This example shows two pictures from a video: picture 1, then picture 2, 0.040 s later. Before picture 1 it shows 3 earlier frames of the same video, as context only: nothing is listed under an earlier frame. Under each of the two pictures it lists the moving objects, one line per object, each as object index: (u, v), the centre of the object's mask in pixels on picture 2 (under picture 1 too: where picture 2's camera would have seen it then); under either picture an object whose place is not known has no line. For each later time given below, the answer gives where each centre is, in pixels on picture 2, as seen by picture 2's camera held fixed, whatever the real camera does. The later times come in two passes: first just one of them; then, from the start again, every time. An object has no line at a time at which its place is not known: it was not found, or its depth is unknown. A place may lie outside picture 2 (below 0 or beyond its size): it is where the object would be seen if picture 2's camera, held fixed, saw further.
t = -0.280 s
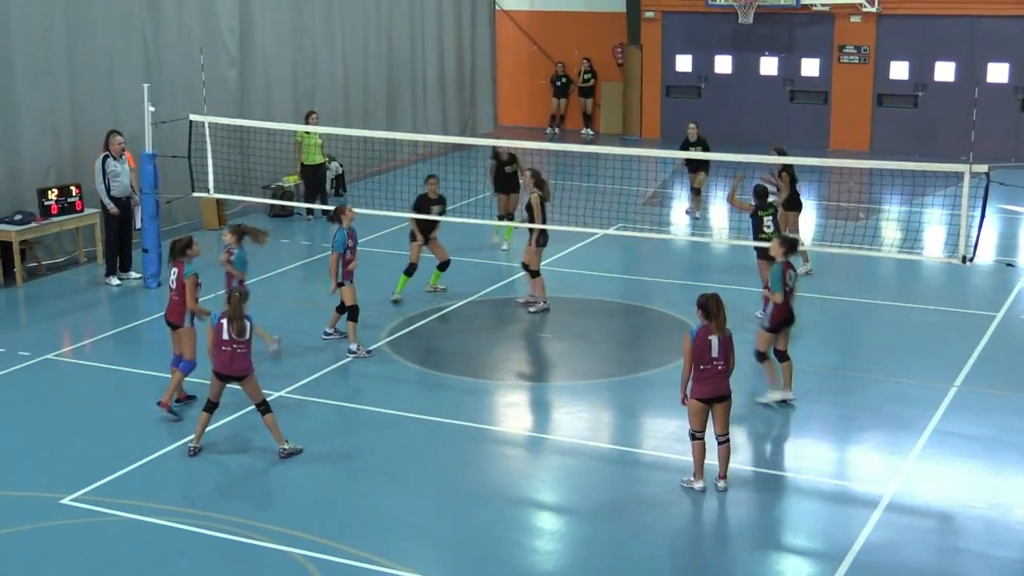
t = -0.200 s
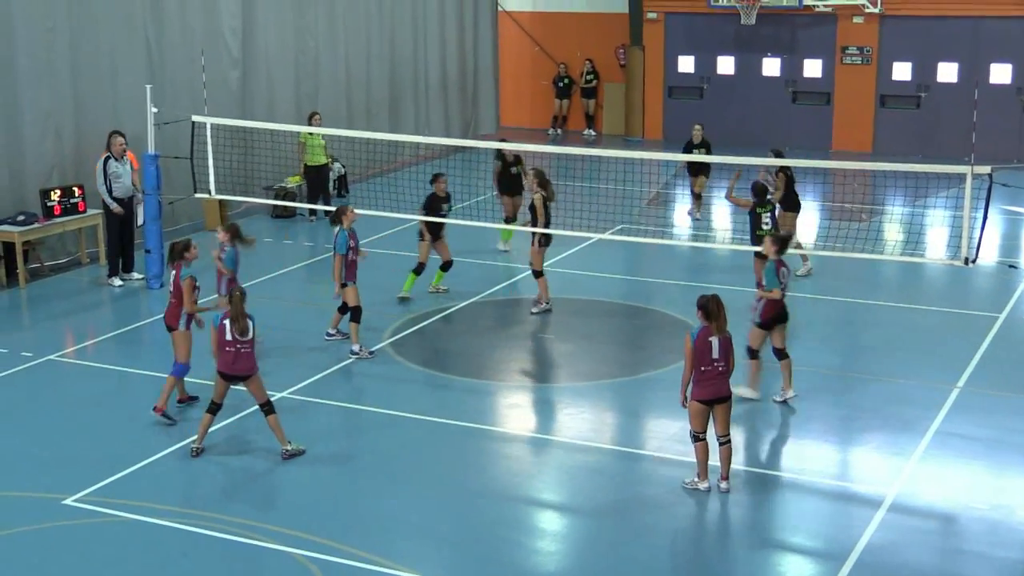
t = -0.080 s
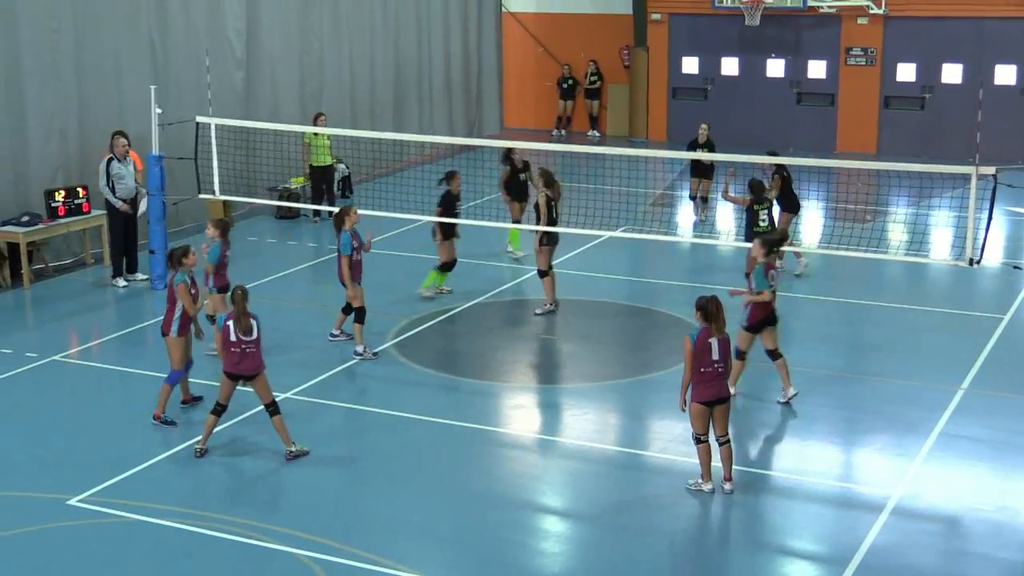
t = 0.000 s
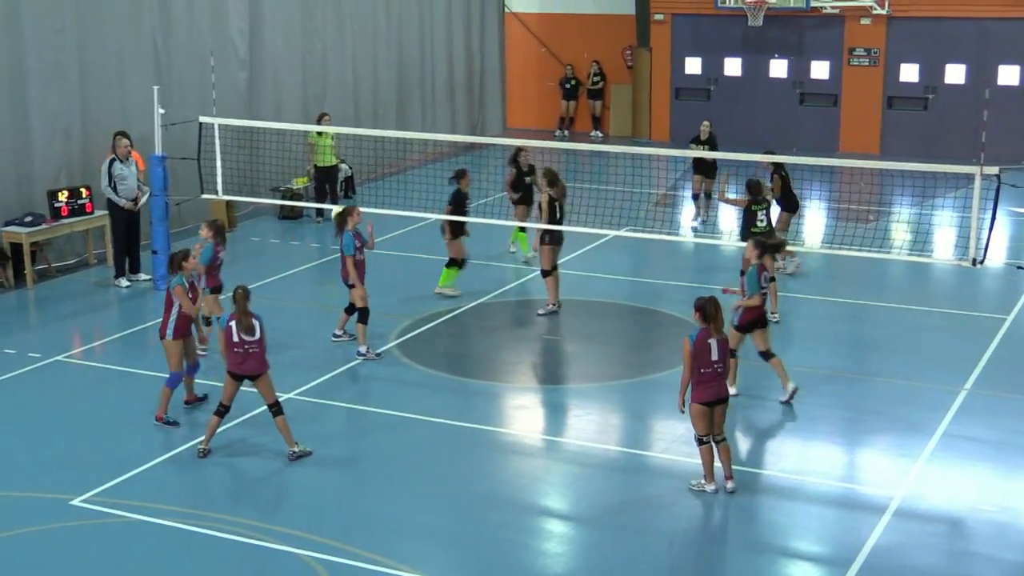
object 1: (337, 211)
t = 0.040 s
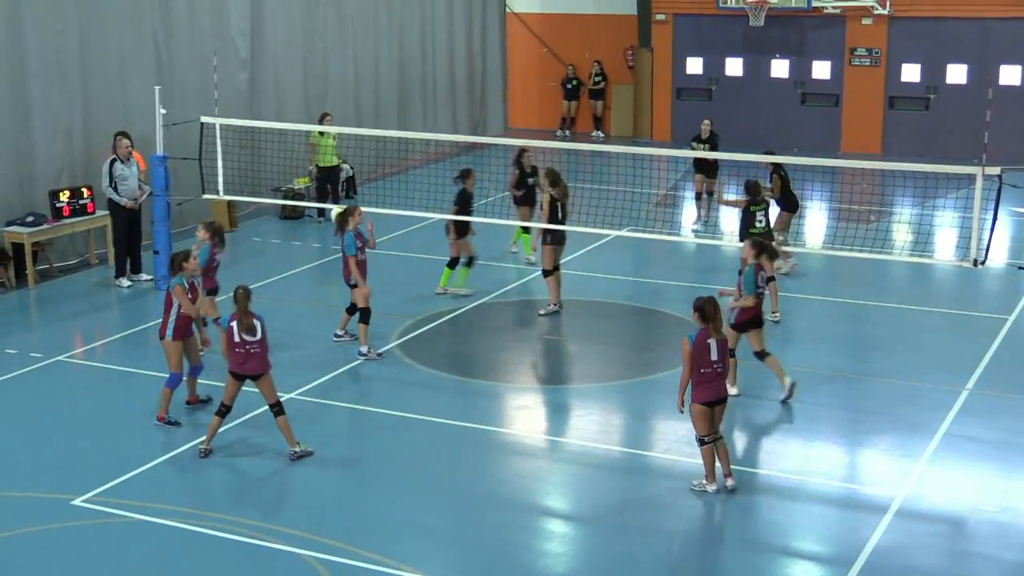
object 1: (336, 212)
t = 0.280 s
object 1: (328, 244)
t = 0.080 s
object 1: (335, 214)
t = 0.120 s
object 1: (332, 218)
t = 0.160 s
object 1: (330, 222)
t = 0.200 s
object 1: (329, 228)
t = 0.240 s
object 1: (328, 236)
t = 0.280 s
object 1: (328, 244)
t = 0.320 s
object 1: (327, 253)
